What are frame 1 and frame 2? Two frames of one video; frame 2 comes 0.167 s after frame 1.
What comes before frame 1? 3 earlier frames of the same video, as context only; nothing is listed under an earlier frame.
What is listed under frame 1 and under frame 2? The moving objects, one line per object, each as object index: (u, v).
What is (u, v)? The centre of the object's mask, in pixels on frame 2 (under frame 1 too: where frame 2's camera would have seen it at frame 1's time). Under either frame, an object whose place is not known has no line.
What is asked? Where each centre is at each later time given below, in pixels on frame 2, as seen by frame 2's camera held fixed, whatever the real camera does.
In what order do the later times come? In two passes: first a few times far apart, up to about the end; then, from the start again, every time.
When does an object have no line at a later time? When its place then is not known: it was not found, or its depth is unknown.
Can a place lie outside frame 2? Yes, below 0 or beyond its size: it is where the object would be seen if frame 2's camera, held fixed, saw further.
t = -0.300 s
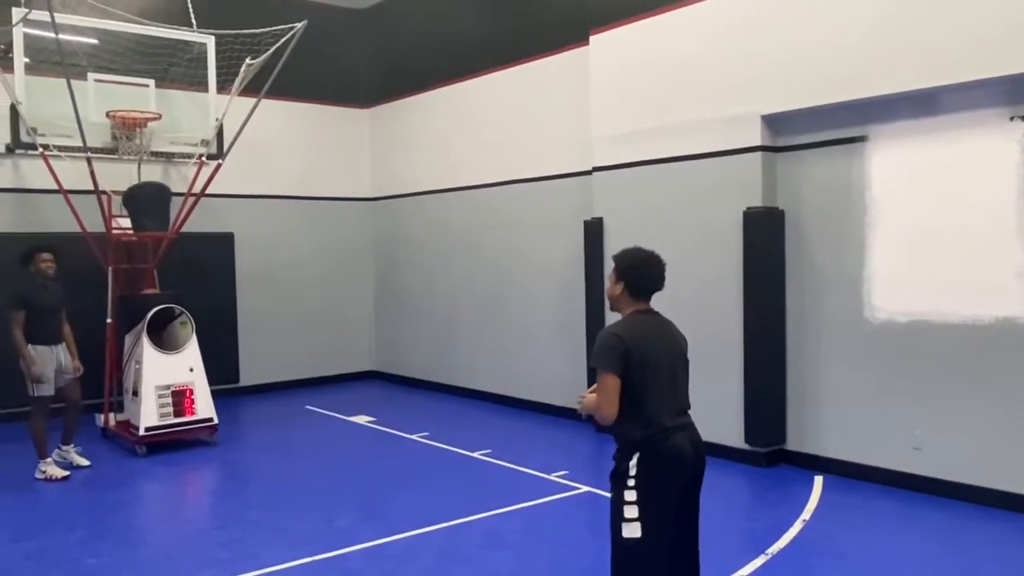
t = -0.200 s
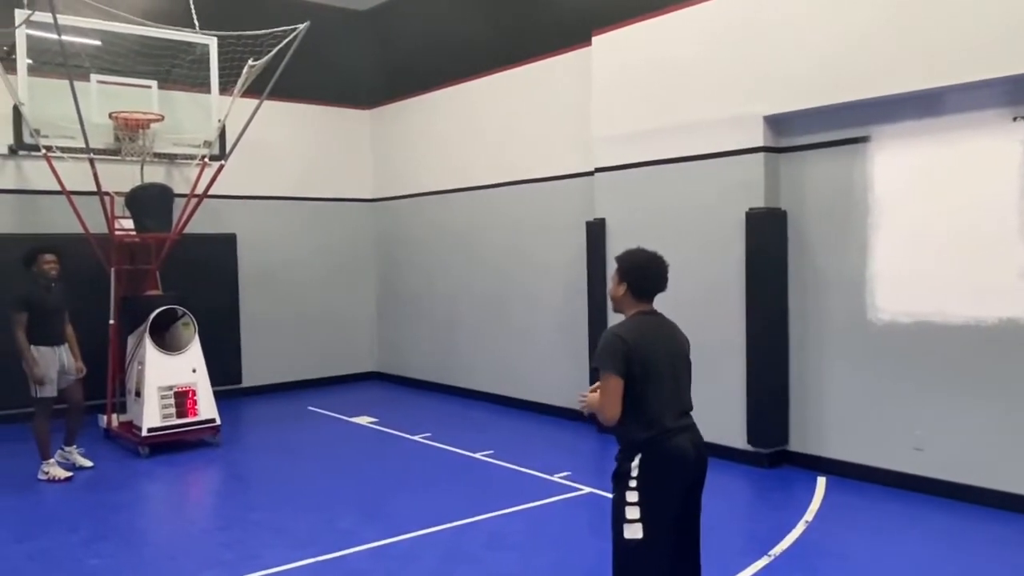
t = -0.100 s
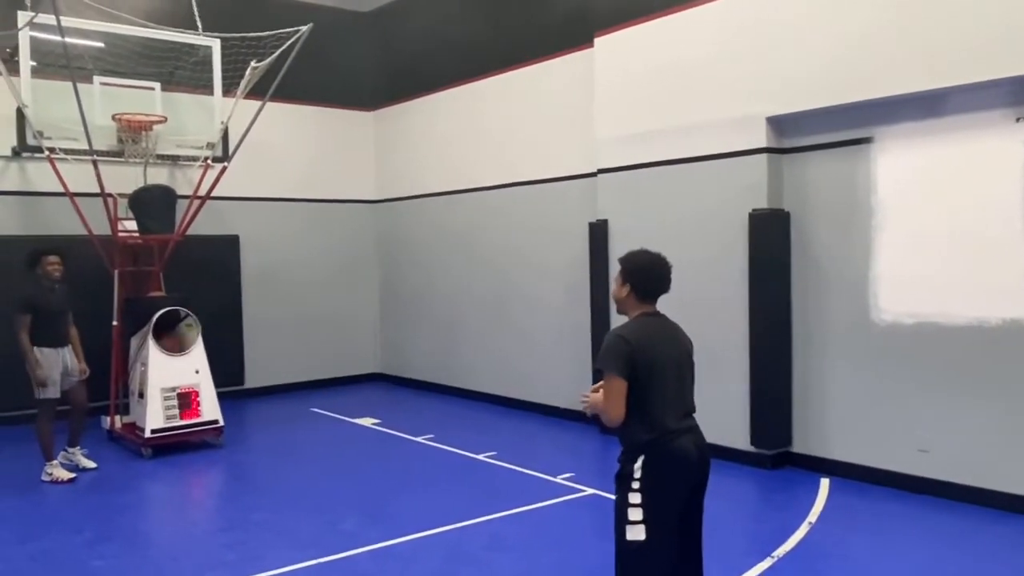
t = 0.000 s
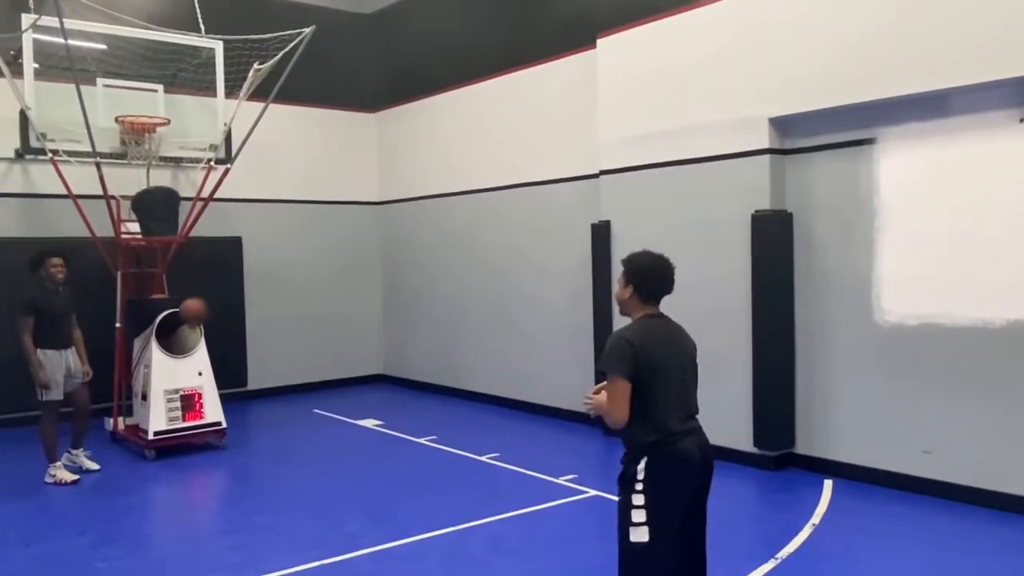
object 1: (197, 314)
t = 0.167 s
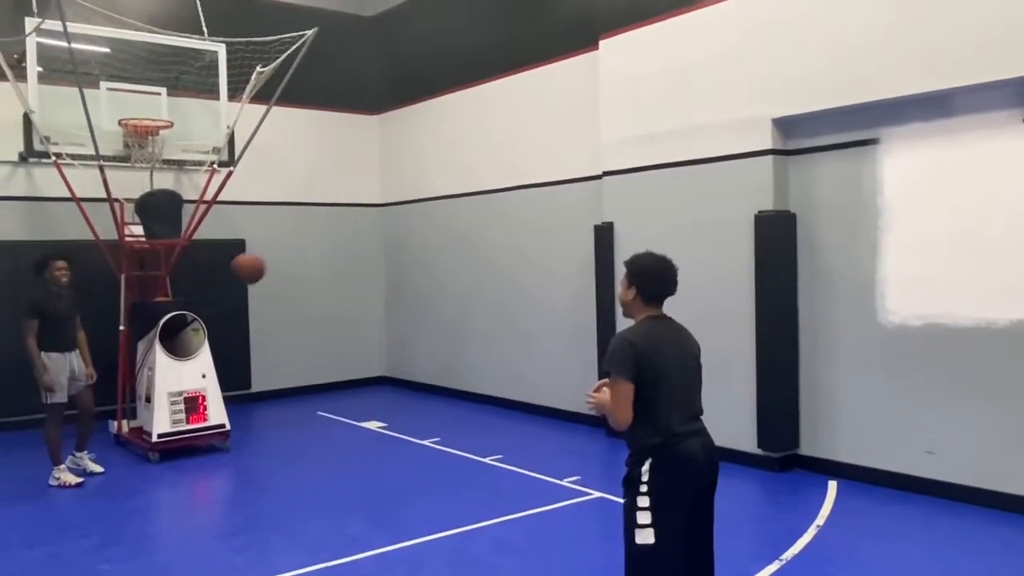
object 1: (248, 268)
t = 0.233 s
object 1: (272, 258)
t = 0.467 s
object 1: (384, 267)
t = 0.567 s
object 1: (449, 302)
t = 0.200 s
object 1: (260, 263)
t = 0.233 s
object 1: (272, 258)
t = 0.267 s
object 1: (286, 255)
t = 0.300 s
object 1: (300, 252)
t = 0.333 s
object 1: (315, 252)
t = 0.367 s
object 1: (330, 253)
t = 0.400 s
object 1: (347, 256)
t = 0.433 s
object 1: (366, 260)
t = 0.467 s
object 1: (384, 267)
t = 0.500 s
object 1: (405, 276)
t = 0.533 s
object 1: (426, 288)
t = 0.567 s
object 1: (449, 302)
